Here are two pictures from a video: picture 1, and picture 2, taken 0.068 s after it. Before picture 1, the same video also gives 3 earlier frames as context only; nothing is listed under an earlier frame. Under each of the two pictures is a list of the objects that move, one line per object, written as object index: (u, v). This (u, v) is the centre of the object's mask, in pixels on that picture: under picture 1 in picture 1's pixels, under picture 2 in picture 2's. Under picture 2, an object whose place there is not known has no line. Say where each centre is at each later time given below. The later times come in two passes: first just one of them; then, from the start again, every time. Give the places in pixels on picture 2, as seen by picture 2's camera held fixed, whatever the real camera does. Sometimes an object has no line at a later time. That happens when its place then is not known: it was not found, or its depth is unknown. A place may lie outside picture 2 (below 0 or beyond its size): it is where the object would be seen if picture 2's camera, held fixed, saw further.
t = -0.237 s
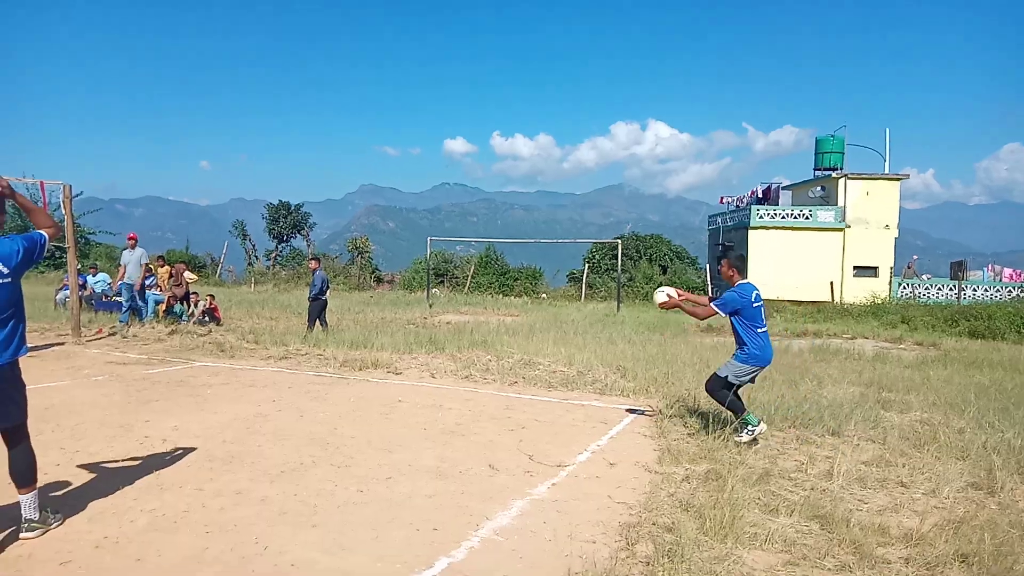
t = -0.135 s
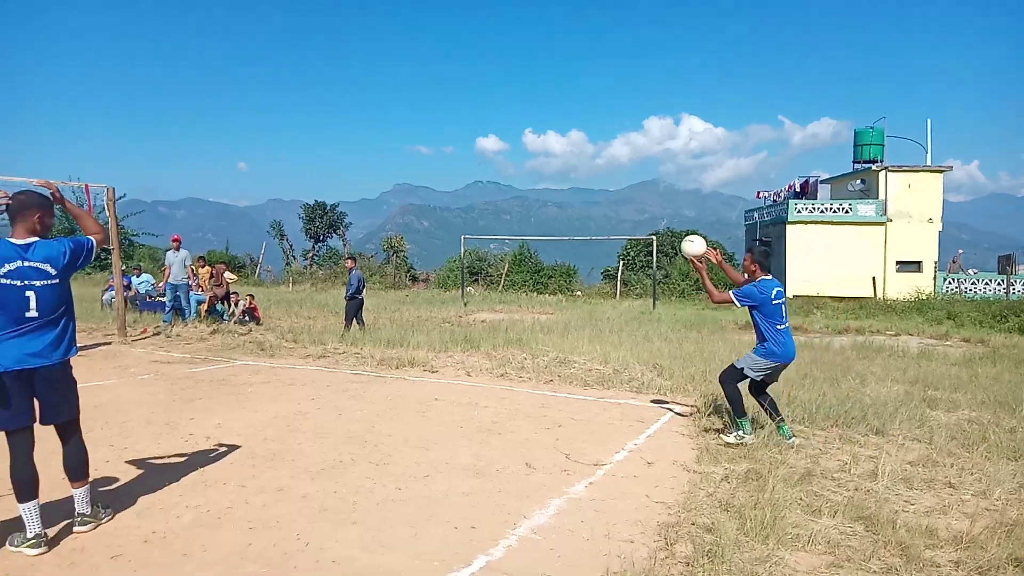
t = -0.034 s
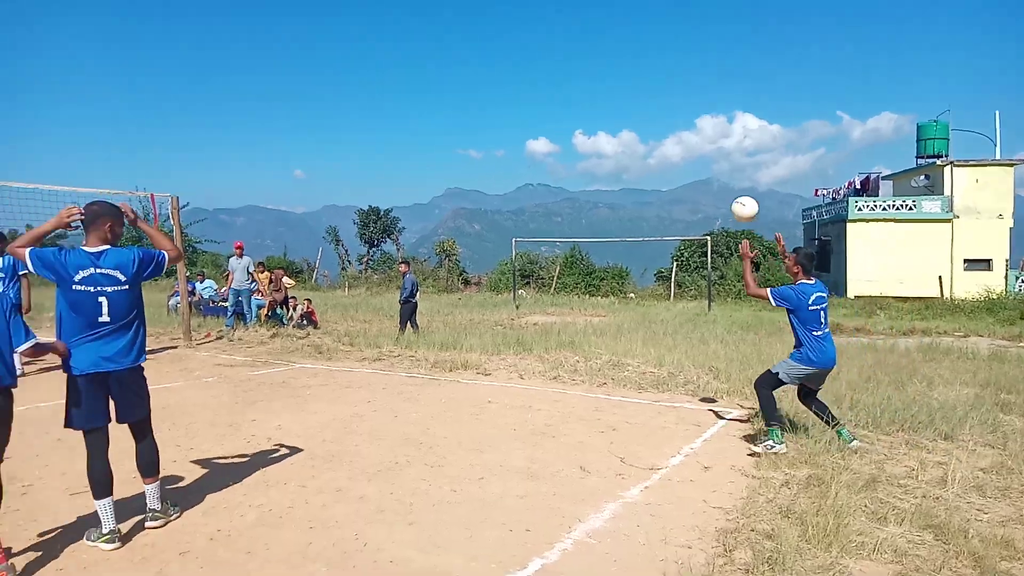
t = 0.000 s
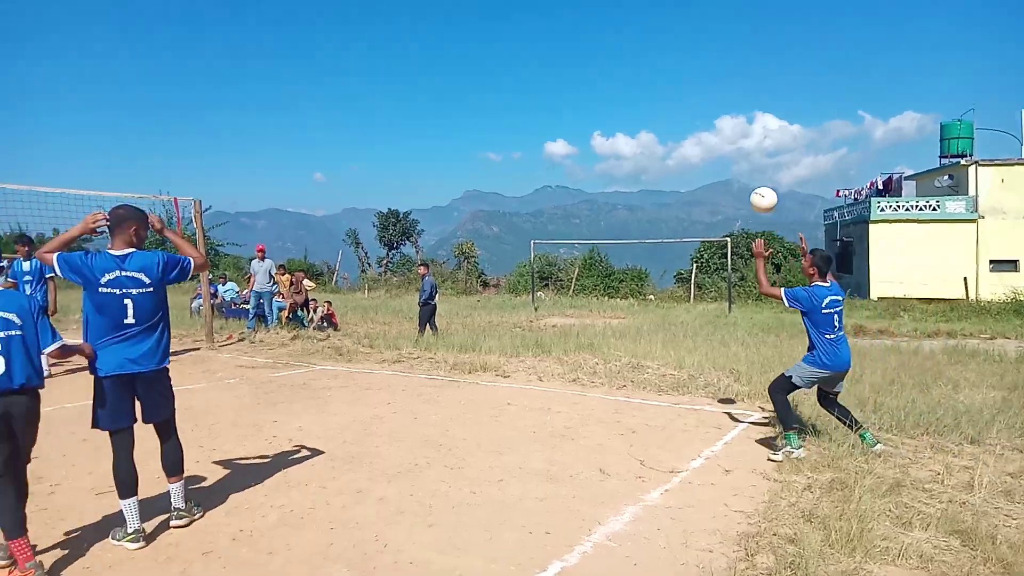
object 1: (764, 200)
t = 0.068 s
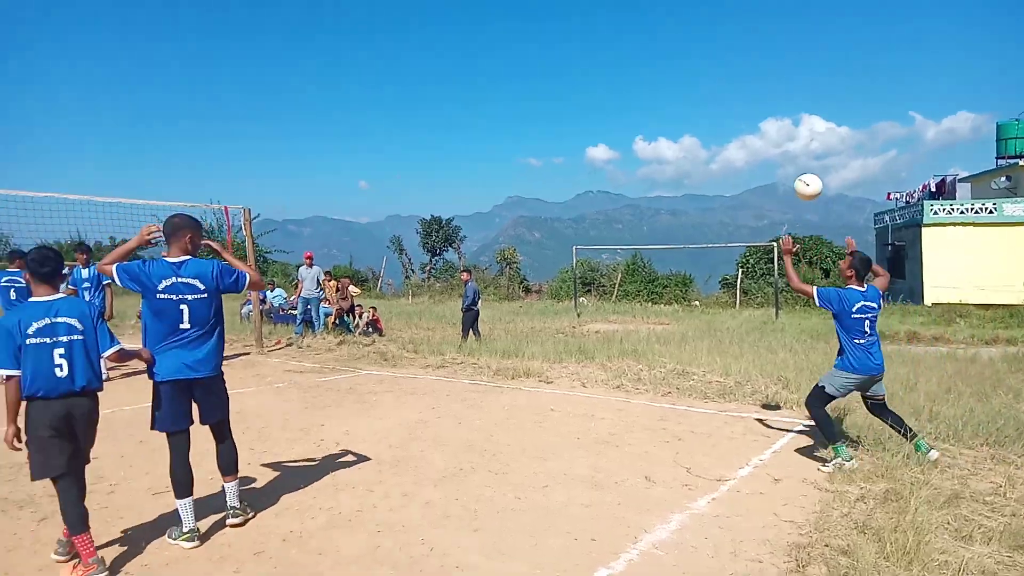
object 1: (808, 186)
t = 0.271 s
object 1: (794, 171)
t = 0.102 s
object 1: (806, 180)
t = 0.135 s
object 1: (804, 175)
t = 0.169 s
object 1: (803, 172)
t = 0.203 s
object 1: (801, 170)
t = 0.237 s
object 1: (800, 169)
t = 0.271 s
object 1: (794, 171)
